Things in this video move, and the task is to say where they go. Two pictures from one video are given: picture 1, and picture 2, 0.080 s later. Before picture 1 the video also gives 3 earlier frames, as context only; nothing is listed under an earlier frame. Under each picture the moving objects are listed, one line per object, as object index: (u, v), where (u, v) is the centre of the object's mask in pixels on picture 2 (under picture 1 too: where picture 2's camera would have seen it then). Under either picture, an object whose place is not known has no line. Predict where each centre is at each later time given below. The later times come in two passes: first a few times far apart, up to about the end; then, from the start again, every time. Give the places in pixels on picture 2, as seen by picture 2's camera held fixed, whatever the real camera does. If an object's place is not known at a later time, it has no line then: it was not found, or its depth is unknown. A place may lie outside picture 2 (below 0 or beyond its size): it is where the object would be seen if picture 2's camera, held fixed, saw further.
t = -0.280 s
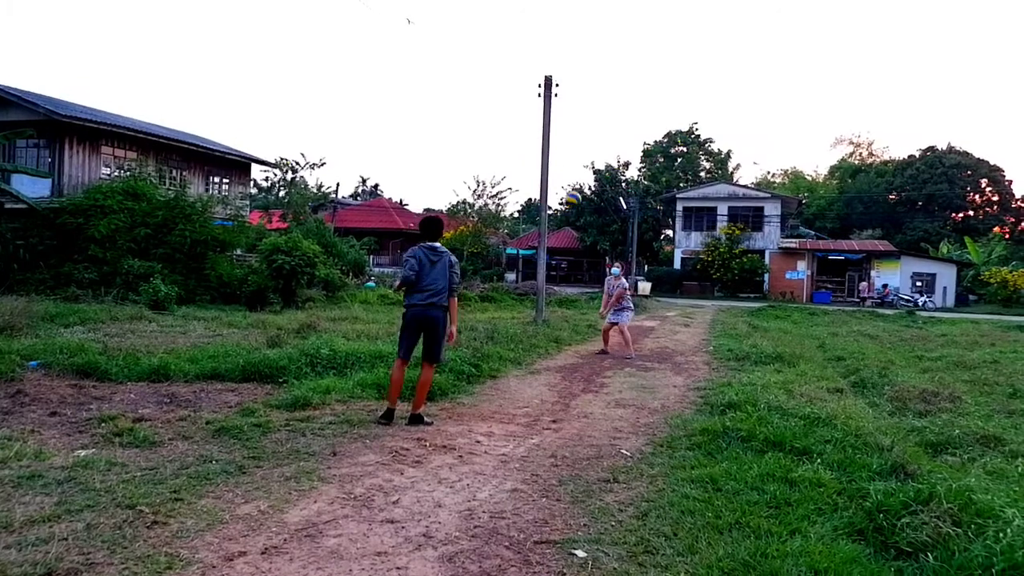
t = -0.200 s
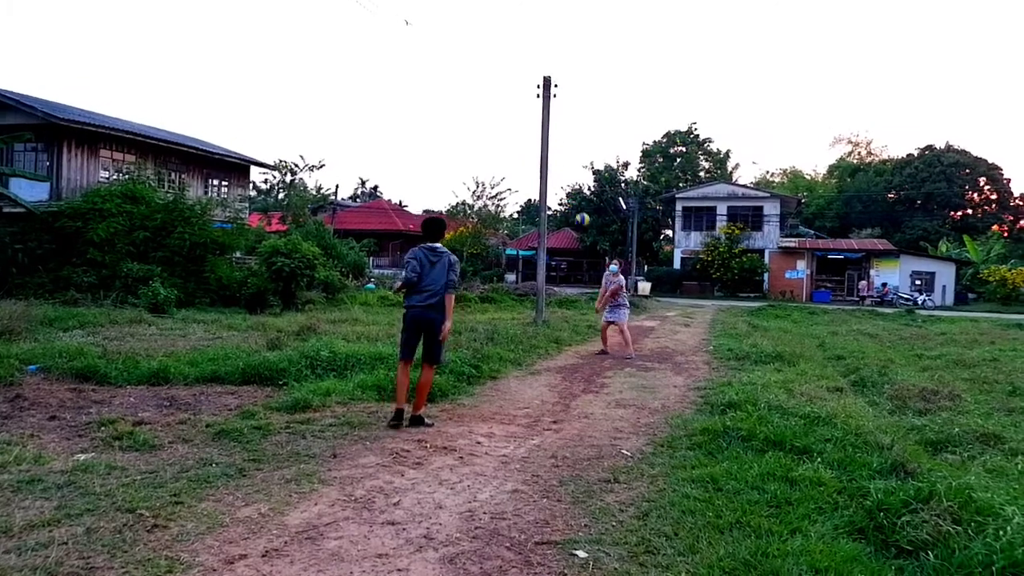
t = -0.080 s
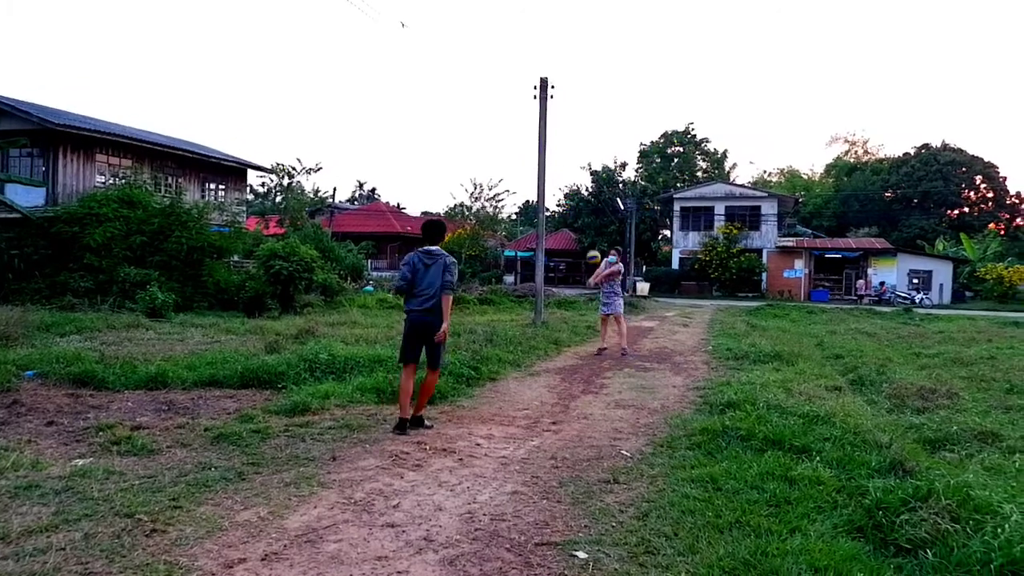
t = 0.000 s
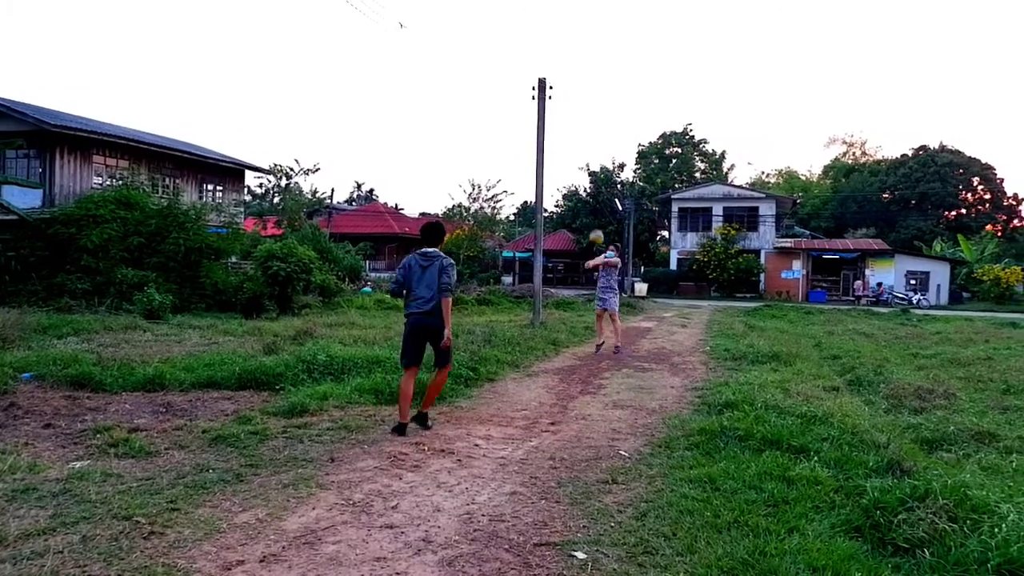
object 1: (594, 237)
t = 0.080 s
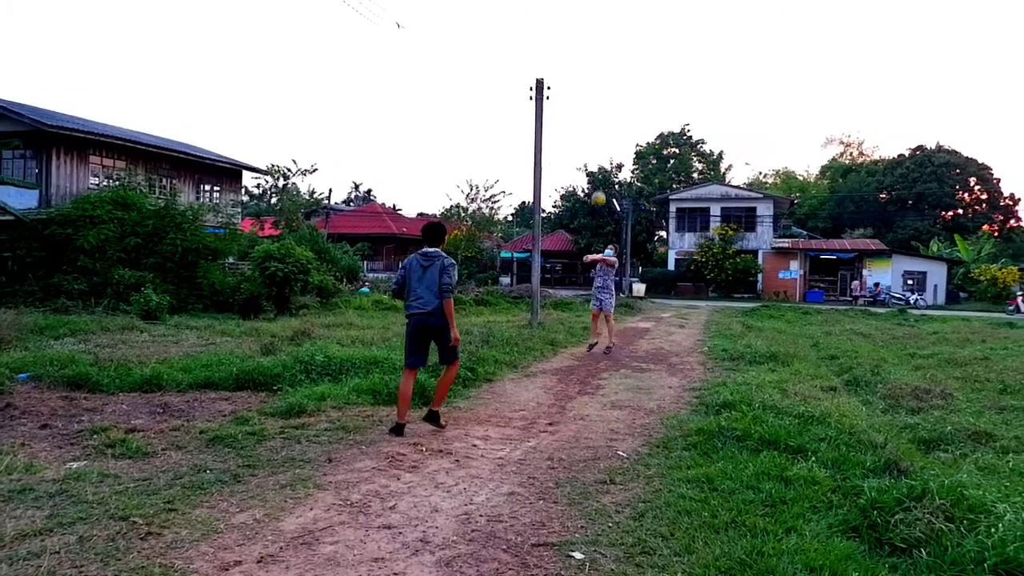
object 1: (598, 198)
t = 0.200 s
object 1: (603, 148)
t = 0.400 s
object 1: (613, 84)
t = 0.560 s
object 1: (622, 50)
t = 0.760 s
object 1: (634, 34)
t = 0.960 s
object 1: (647, 53)
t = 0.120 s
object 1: (600, 180)
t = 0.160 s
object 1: (602, 166)
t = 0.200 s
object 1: (603, 148)
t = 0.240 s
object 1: (605, 133)
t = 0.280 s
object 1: (607, 120)
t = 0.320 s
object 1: (609, 107)
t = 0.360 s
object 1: (612, 95)
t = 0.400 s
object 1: (613, 84)
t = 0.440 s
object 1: (616, 74)
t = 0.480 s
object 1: (618, 65)
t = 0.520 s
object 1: (620, 57)
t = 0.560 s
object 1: (622, 50)
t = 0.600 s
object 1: (625, 44)
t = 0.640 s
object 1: (627, 40)
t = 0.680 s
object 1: (629, 37)
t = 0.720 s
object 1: (632, 35)
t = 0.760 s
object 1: (634, 34)
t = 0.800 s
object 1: (636, 35)
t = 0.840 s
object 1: (639, 37)
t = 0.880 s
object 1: (641, 41)
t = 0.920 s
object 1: (644, 46)
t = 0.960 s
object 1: (647, 53)
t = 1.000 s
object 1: (649, 61)
